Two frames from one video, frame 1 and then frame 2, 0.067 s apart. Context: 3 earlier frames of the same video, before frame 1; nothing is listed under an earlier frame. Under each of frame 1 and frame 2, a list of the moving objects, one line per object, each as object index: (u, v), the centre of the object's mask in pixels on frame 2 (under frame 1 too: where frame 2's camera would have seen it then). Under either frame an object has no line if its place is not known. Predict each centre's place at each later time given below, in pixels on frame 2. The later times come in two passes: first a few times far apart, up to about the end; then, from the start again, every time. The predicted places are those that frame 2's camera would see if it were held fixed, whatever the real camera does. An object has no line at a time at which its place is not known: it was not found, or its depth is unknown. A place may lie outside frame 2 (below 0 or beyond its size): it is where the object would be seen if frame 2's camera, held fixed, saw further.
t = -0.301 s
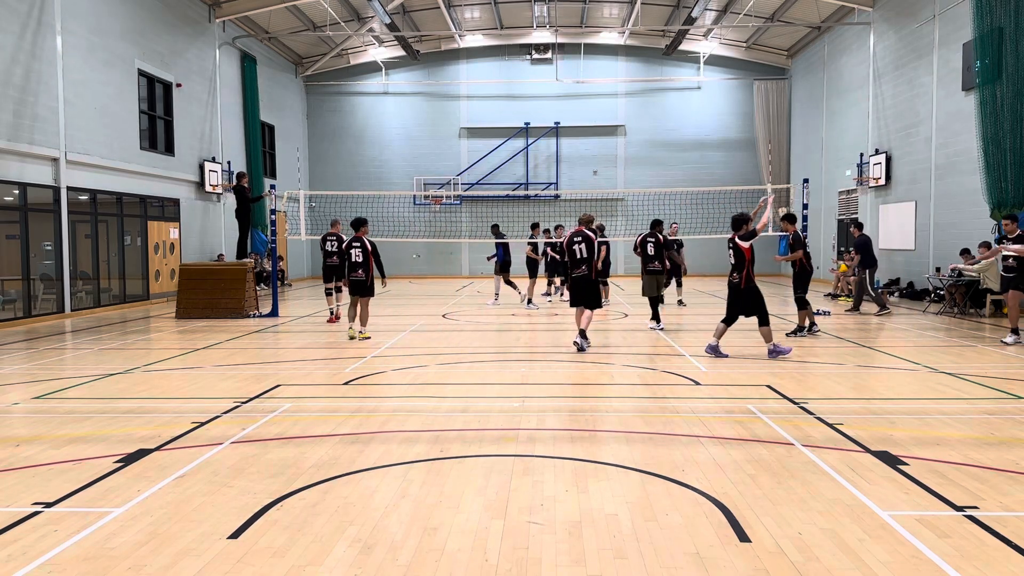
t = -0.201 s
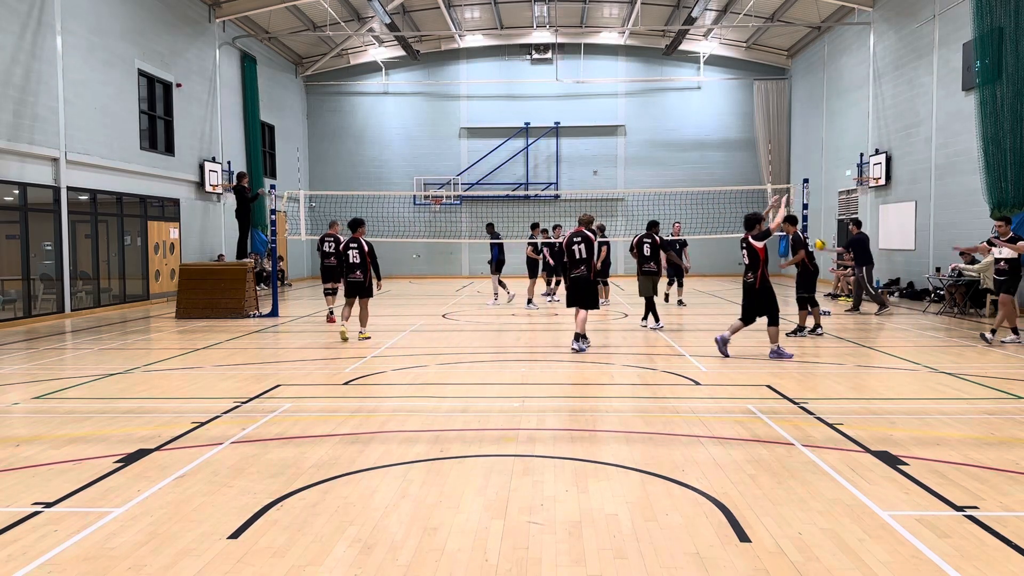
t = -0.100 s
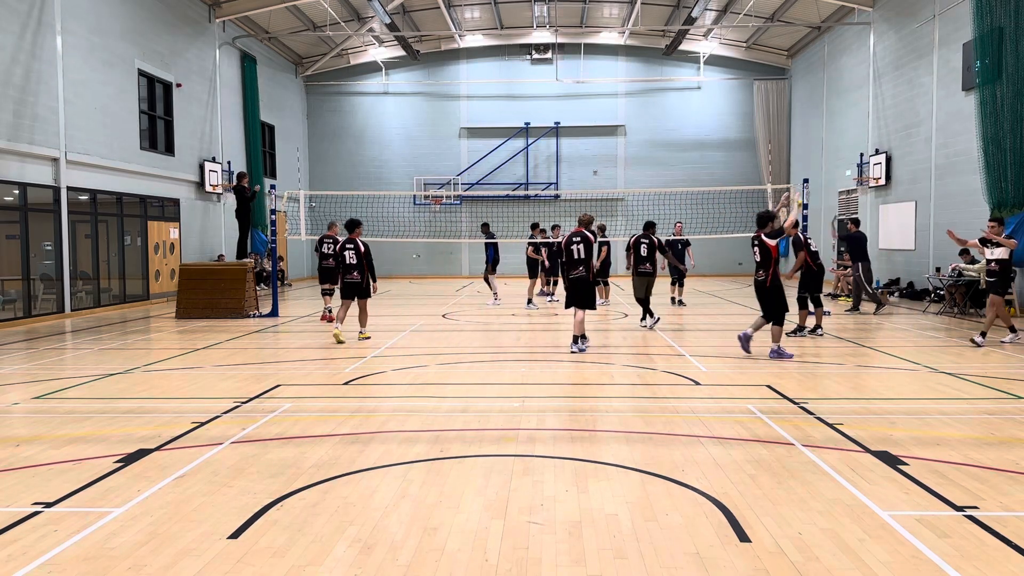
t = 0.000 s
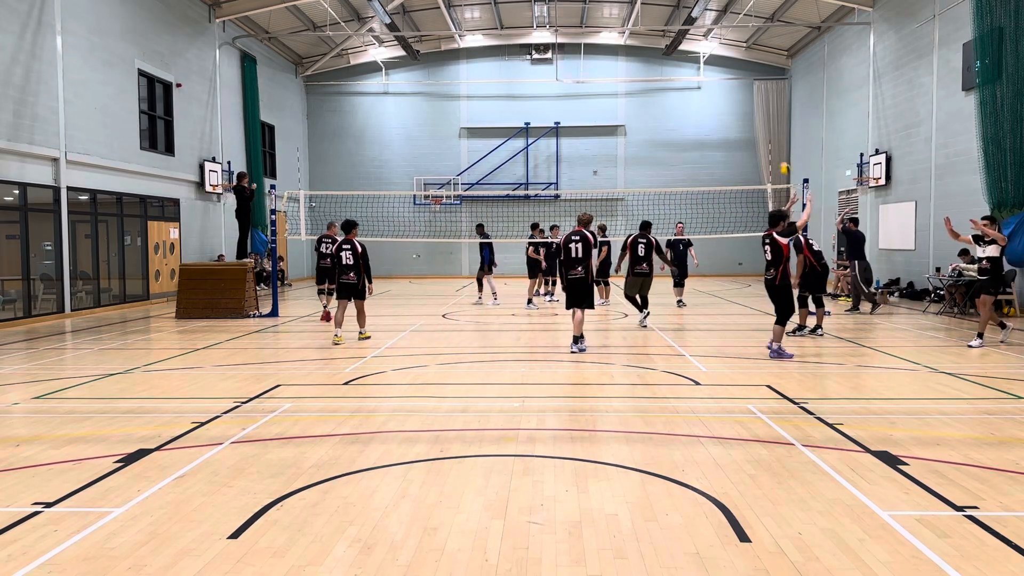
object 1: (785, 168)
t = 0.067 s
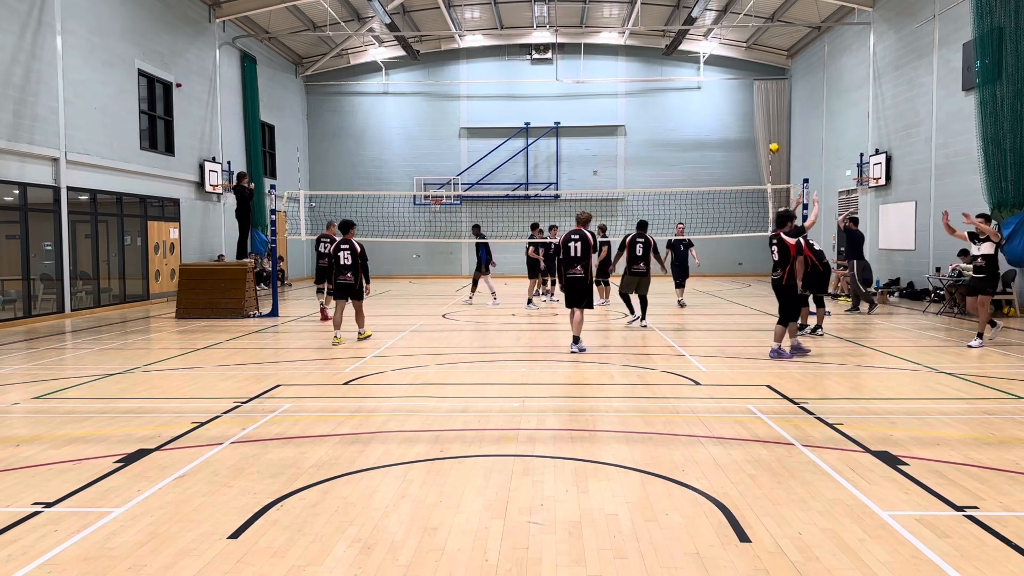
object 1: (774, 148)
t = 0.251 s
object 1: (746, 109)
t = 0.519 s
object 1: (707, 84)
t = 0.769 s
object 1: (674, 91)
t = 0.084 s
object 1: (771, 144)
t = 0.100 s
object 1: (768, 140)
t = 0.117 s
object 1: (766, 136)
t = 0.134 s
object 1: (763, 132)
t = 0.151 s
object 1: (760, 128)
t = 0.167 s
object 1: (758, 124)
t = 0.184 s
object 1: (756, 121)
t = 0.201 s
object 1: (753, 118)
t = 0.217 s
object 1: (750, 114)
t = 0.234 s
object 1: (748, 112)
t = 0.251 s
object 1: (746, 109)
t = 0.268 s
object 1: (743, 107)
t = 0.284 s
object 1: (741, 103)
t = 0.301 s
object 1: (738, 101)
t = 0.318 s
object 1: (736, 99)
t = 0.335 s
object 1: (733, 97)
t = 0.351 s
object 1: (731, 96)
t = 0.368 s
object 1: (729, 94)
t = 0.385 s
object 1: (726, 92)
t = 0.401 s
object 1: (724, 90)
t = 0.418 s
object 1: (722, 89)
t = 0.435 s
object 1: (719, 88)
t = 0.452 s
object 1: (717, 87)
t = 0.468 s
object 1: (714, 86)
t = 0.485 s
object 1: (712, 85)
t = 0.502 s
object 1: (710, 84)
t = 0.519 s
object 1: (707, 84)
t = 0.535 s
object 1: (705, 84)
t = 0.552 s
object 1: (702, 84)
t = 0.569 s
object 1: (700, 83)
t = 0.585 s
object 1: (698, 84)
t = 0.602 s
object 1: (696, 84)
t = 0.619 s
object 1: (694, 84)
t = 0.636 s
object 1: (692, 84)
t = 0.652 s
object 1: (690, 85)
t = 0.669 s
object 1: (687, 86)
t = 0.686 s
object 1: (685, 86)
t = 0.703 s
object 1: (683, 87)
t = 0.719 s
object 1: (681, 88)
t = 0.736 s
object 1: (679, 89)
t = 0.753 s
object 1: (677, 90)
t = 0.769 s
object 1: (674, 91)
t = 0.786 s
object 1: (672, 93)
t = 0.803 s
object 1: (670, 95)
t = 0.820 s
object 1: (668, 97)
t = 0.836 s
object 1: (667, 98)
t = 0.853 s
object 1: (664, 100)
